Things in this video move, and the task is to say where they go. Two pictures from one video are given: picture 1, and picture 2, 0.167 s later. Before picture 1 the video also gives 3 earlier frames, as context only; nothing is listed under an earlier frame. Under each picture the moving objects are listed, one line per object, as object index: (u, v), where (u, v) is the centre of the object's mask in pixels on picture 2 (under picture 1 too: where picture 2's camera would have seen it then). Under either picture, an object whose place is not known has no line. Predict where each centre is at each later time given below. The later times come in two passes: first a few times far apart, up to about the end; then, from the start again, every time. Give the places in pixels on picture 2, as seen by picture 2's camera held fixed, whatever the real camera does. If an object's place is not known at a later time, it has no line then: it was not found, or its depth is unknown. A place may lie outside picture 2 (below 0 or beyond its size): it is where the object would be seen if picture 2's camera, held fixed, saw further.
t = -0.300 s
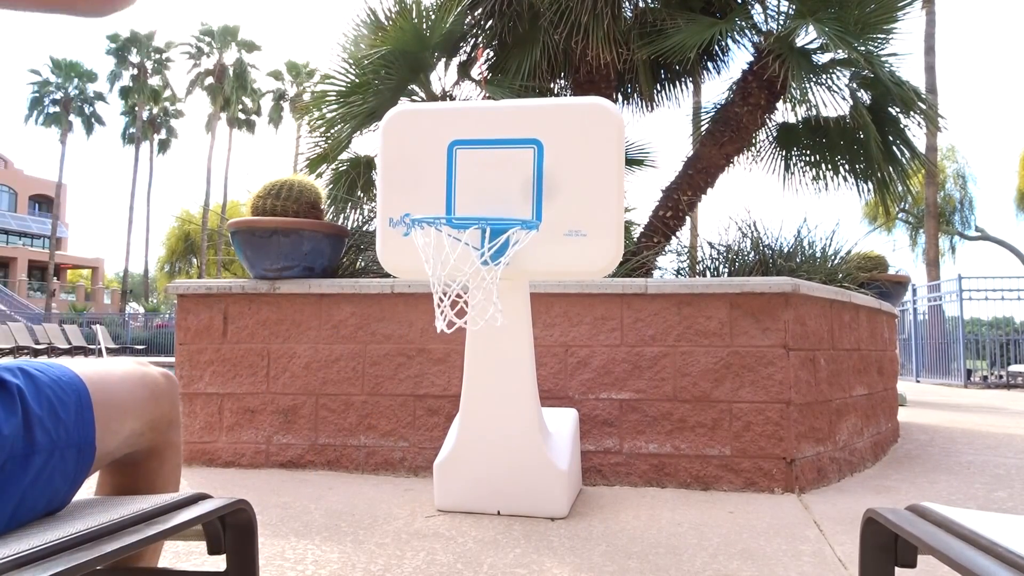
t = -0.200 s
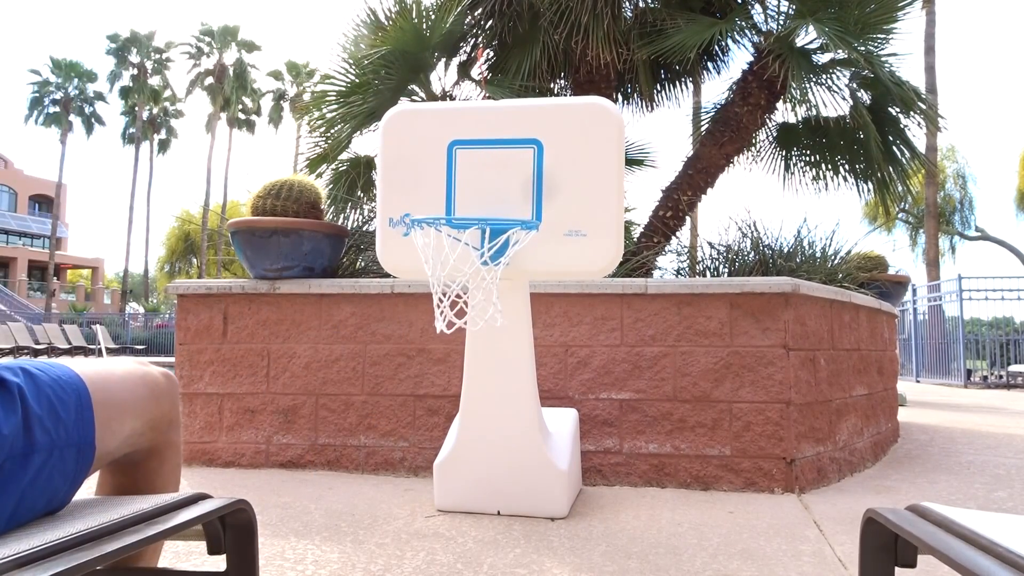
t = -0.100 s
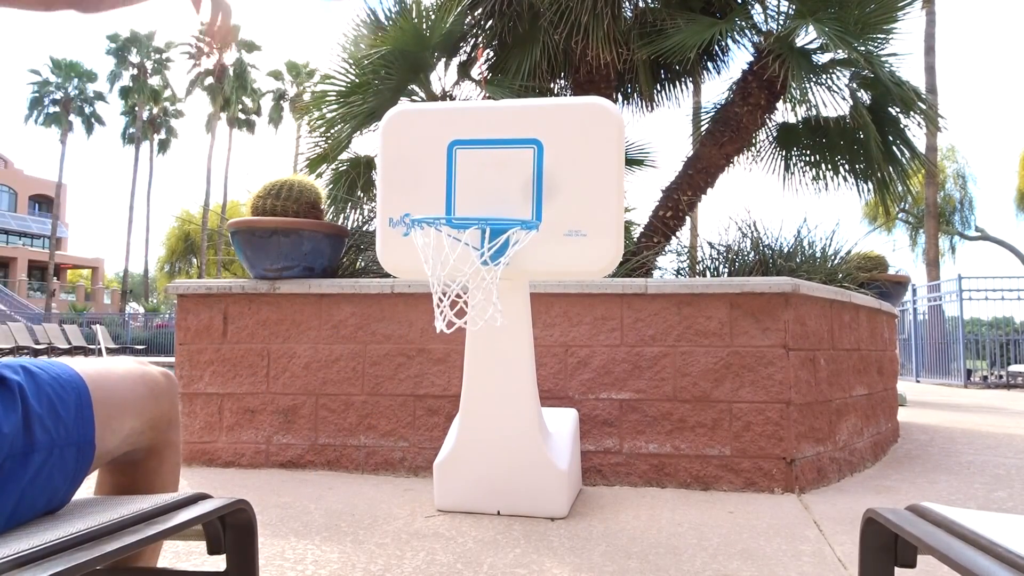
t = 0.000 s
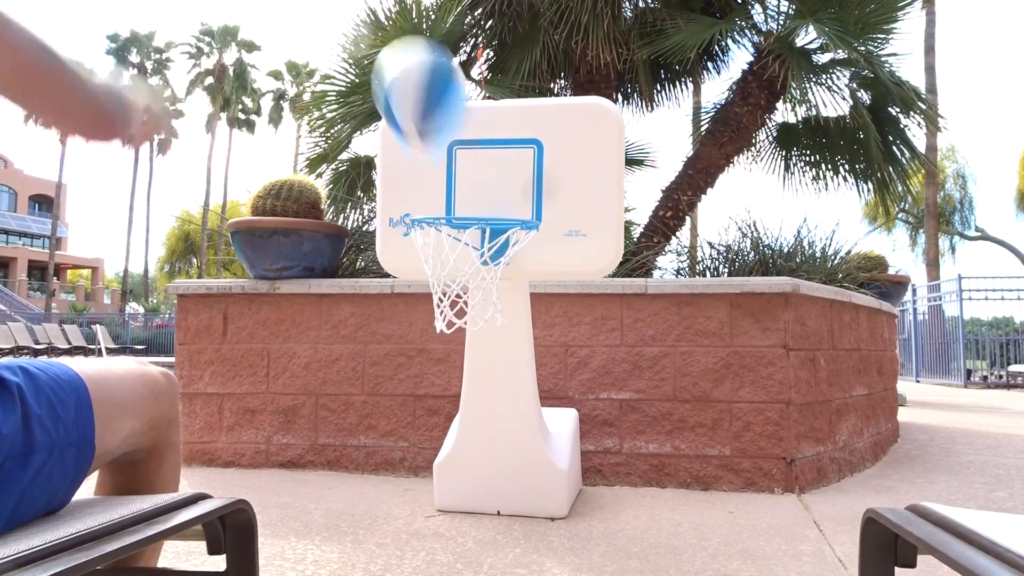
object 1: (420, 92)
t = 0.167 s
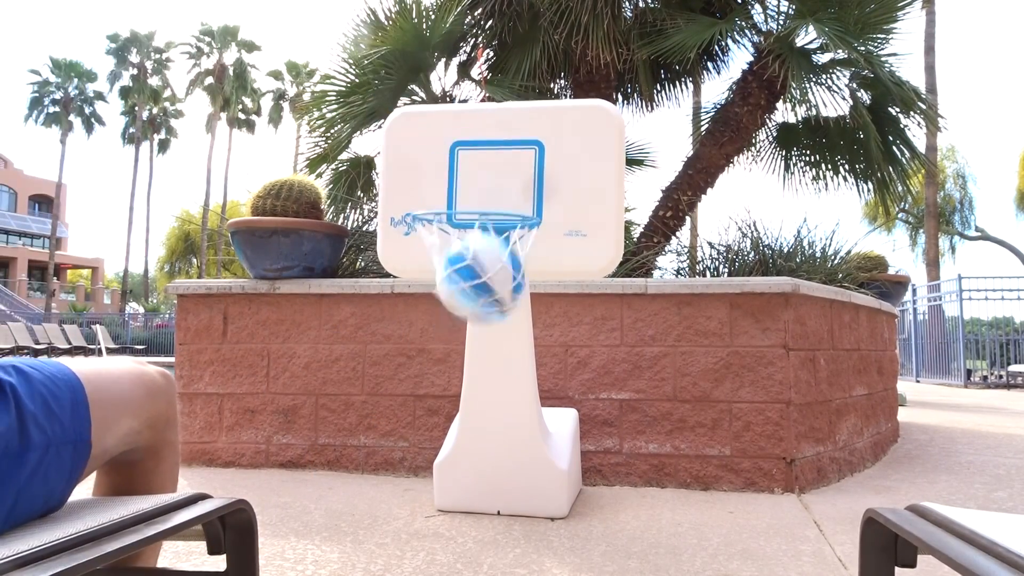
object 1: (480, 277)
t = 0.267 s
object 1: (465, 295)
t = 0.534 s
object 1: (466, 399)
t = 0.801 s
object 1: (472, 409)
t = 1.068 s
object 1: (455, 485)
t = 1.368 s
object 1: (454, 454)
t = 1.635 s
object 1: (453, 472)
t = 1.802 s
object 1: (451, 514)
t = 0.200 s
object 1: (476, 289)
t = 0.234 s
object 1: (470, 291)
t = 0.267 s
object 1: (465, 295)
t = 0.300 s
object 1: (461, 303)
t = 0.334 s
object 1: (460, 307)
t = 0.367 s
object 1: (461, 313)
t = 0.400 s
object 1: (462, 323)
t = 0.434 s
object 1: (463, 337)
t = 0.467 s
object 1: (464, 355)
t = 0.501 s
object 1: (465, 377)
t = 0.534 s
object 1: (466, 399)
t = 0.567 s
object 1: (466, 428)
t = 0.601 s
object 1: (466, 461)
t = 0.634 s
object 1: (468, 491)
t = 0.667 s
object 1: (470, 473)
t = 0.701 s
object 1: (472, 449)
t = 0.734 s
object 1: (474, 430)
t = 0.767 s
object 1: (473, 417)
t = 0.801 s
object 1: (472, 409)
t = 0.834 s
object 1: (471, 406)
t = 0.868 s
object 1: (469, 406)
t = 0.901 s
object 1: (467, 408)
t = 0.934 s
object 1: (465, 415)
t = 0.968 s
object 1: (463, 425)
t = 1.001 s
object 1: (461, 439)
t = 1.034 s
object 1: (458, 458)
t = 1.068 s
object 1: (455, 485)
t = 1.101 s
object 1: (454, 512)
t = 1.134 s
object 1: (454, 493)
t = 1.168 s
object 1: (454, 476)
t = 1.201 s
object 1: (454, 462)
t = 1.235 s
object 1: (454, 453)
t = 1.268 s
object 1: (454, 447)
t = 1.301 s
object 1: (454, 446)
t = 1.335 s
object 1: (454, 448)
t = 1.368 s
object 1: (454, 454)
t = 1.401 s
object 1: (453, 465)
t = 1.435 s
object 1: (454, 479)
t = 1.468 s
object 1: (453, 498)
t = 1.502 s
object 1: (453, 510)
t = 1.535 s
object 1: (453, 495)
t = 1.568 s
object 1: (453, 483)
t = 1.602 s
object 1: (453, 476)
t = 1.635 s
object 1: (453, 472)
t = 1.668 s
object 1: (452, 472)
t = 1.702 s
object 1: (452, 476)
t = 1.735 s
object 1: (452, 484)
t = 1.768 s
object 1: (451, 496)
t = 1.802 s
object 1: (451, 514)
